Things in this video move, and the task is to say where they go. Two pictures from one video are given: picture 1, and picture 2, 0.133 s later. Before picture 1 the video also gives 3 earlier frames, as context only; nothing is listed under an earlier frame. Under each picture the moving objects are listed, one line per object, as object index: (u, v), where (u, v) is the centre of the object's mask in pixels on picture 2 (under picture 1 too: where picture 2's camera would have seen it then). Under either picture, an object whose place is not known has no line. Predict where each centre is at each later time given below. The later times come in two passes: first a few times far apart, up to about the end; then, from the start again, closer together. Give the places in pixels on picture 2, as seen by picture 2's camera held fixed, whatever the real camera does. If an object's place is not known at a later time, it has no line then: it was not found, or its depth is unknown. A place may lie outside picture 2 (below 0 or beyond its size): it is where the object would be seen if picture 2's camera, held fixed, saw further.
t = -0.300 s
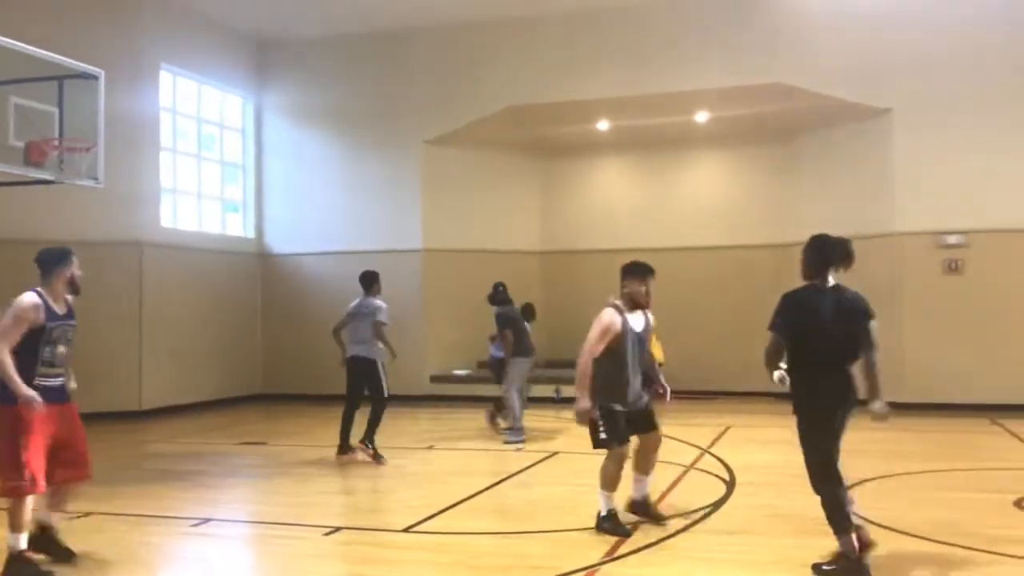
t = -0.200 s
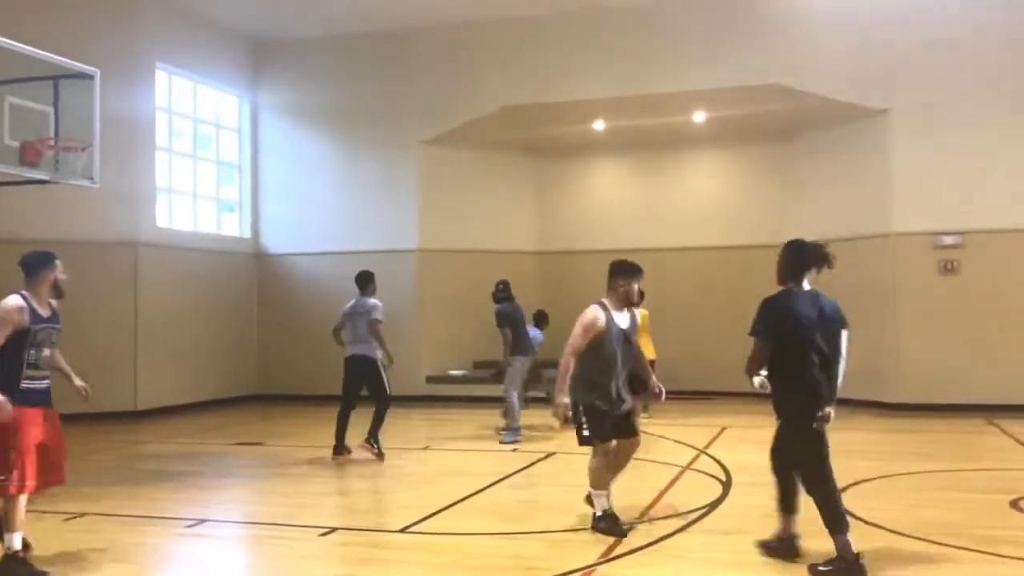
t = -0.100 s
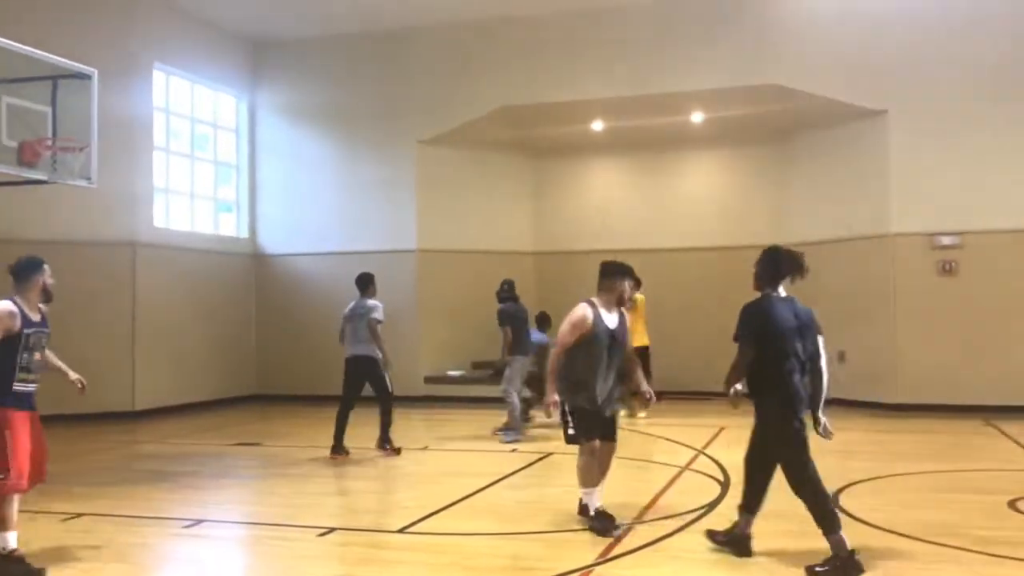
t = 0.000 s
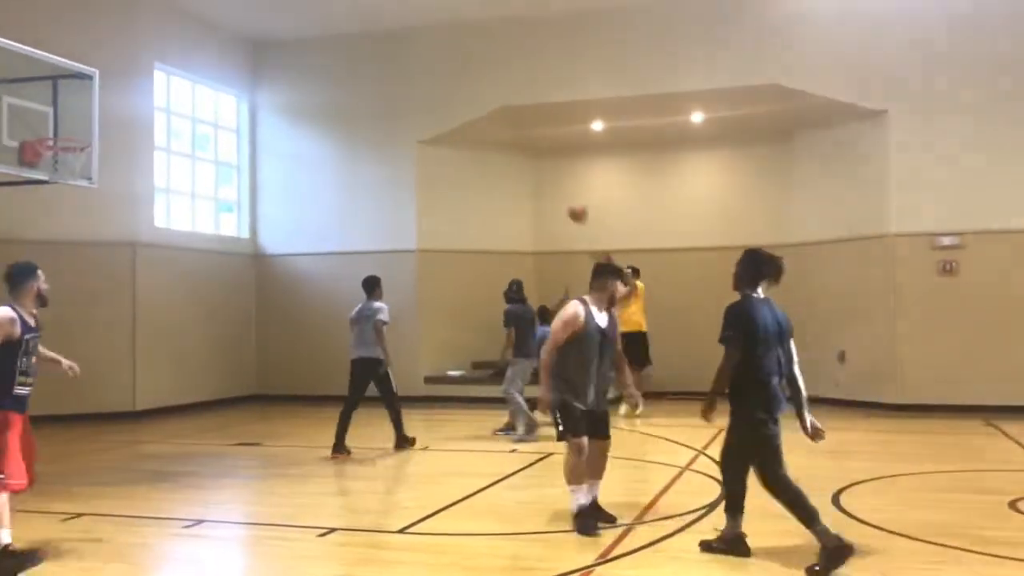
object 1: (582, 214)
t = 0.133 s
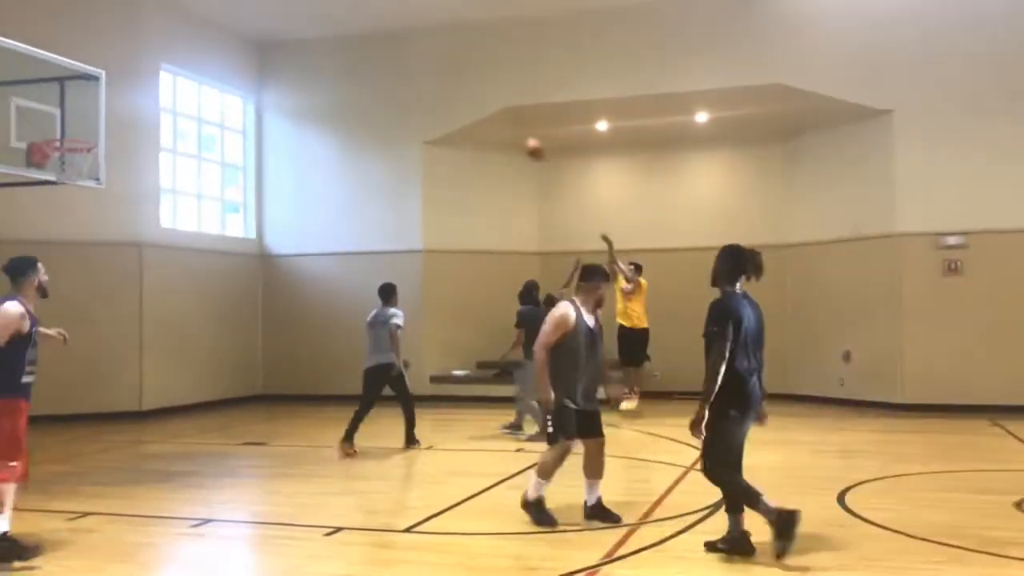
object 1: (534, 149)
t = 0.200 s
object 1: (509, 121)
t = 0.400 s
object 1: (435, 58)
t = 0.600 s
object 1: (354, 26)
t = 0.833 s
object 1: (253, 31)
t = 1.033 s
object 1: (157, 75)
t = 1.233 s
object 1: (54, 160)
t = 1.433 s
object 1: (68, 162)
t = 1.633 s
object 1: (91, 198)
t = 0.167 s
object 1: (522, 135)
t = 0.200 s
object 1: (509, 121)
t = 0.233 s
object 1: (498, 109)
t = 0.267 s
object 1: (485, 96)
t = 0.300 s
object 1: (474, 85)
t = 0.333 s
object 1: (460, 76)
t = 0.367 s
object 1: (447, 66)
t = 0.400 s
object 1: (435, 58)
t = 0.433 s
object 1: (421, 50)
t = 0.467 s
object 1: (409, 44)
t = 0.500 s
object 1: (395, 38)
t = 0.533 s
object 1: (382, 33)
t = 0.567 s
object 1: (368, 29)
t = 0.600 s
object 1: (354, 26)
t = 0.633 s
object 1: (341, 24)
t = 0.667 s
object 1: (326, 23)
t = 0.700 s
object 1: (312, 23)
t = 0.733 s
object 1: (297, 23)
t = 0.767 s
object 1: (283, 25)
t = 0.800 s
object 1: (269, 27)
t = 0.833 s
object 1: (253, 31)
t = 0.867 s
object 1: (239, 35)
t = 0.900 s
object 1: (223, 41)
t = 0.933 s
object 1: (207, 48)
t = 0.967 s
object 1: (191, 57)
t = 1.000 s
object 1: (176, 64)
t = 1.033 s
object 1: (157, 75)
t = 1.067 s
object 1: (141, 86)
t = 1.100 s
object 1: (124, 100)
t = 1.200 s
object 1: (71, 148)
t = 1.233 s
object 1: (54, 160)
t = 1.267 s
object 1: (55, 161)
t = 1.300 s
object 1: (54, 163)
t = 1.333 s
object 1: (60, 163)
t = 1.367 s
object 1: (58, 162)
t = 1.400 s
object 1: (64, 160)
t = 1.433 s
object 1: (68, 162)
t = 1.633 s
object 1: (91, 198)
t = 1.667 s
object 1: (95, 207)
